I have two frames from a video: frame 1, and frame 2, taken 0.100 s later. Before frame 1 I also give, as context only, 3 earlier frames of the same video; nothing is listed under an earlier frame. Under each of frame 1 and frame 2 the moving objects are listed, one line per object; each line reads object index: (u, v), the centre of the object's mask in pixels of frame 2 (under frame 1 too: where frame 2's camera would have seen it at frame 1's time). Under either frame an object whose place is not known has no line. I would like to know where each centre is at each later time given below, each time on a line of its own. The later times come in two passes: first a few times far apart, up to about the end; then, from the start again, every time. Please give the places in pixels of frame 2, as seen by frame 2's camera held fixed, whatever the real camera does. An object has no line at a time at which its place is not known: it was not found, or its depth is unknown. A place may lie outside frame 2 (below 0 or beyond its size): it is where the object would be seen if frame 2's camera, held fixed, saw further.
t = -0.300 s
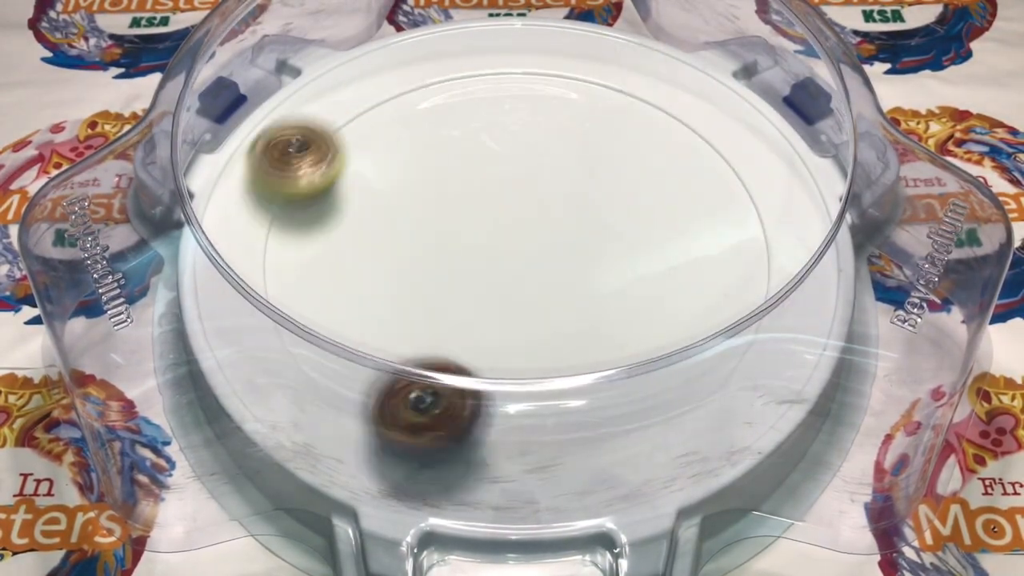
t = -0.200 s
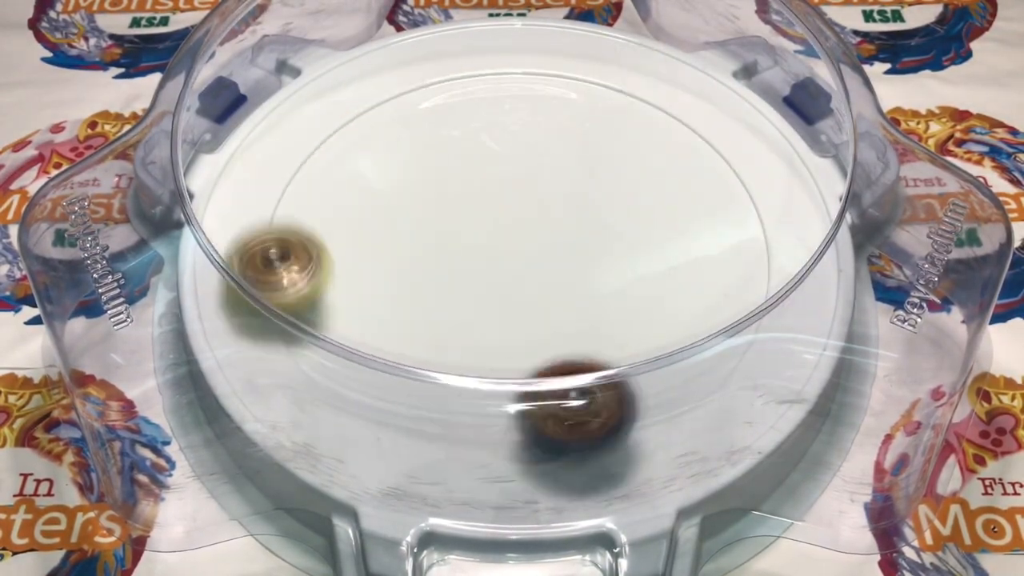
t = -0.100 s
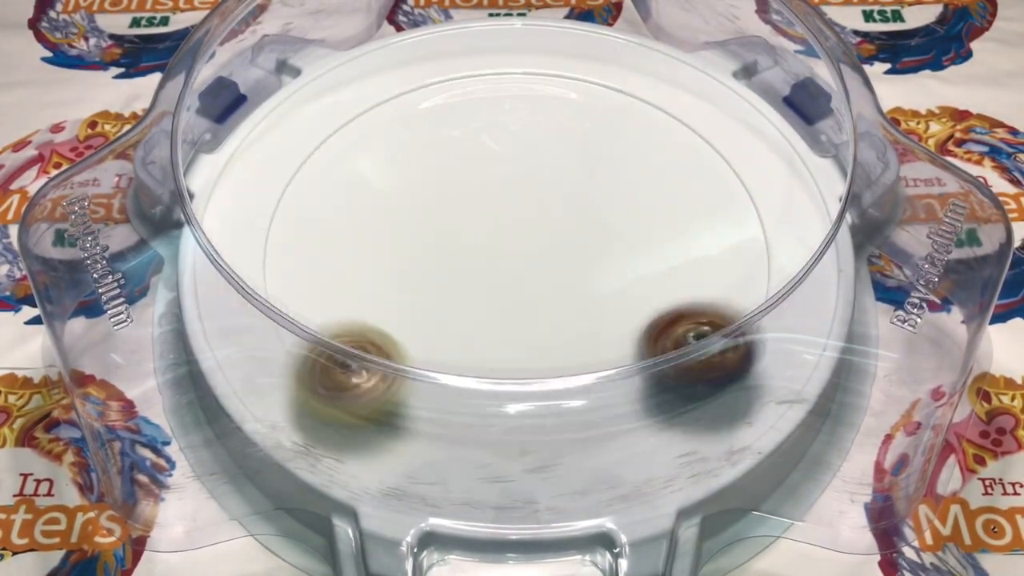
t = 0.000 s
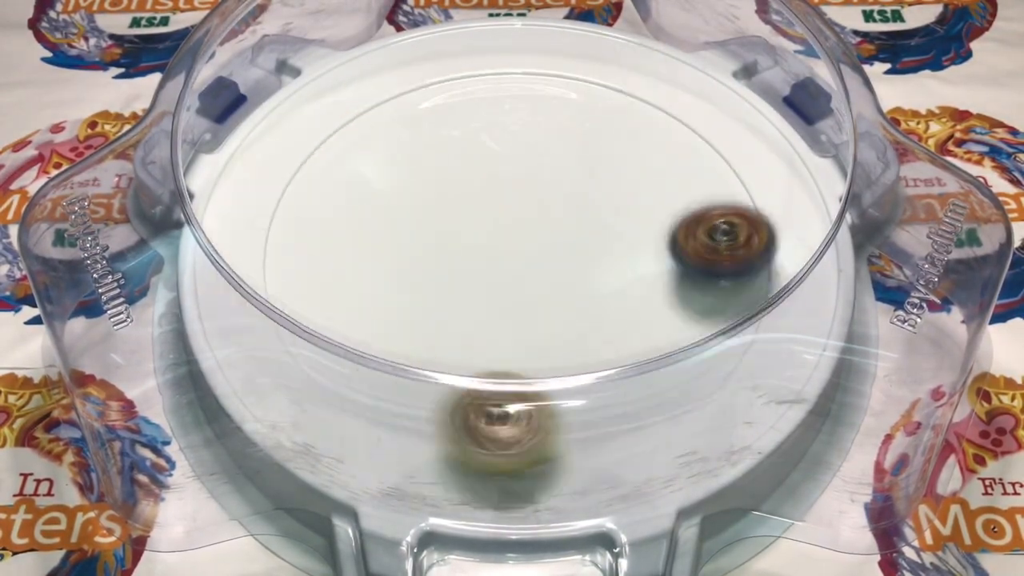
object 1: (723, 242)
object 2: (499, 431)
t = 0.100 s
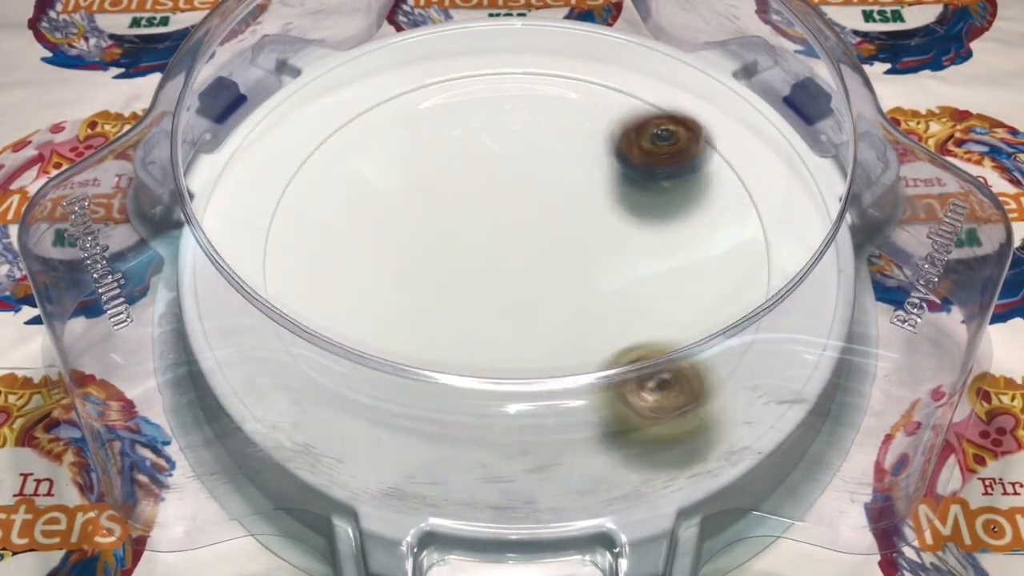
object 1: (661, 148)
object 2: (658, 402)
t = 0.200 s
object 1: (553, 90)
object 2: (745, 295)
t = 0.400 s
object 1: (360, 109)
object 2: (679, 104)
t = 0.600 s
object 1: (284, 276)
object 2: (449, 62)
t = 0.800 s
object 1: (537, 393)
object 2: (281, 190)
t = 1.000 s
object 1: (726, 220)
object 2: (367, 389)
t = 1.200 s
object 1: (594, 69)
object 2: (674, 387)
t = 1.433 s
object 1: (355, 107)
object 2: (726, 149)
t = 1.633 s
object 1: (405, 298)
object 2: (518, 56)
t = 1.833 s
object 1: (708, 328)
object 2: (323, 127)
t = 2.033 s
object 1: (726, 177)
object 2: (311, 294)
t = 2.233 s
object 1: (586, 76)
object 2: (550, 425)
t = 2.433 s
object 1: (427, 181)
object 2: (744, 272)
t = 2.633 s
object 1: (472, 375)
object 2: (678, 108)
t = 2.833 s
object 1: (675, 377)
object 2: (492, 59)
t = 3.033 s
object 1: (719, 200)
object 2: (327, 132)
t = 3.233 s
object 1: (507, 109)
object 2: (301, 285)
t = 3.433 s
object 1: (304, 180)
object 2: (495, 427)
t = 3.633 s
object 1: (305, 316)
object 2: (730, 335)
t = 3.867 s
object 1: (553, 364)
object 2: (714, 138)
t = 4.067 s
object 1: (639, 178)
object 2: (565, 63)
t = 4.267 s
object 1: (501, 58)
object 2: (407, 91)
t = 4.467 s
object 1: (360, 122)
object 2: (316, 207)
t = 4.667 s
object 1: (394, 258)
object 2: (381, 351)
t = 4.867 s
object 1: (537, 306)
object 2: (596, 403)
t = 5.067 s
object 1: (671, 216)
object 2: (740, 298)
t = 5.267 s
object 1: (607, 106)
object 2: (697, 221)
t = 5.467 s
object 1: (495, 108)
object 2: (553, 190)
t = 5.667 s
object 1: (400, 169)
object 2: (444, 257)
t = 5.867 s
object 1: (421, 213)
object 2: (442, 384)
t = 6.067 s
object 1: (521, 204)
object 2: (516, 421)
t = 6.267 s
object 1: (568, 146)
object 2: (554, 328)
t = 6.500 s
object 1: (524, 136)
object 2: (504, 242)
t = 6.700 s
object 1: (488, 117)
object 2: (467, 281)
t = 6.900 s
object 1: (514, 171)
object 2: (467, 281)
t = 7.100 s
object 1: (585, 137)
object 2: (480, 312)
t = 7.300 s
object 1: (605, 148)
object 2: (516, 267)
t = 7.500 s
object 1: (638, 190)
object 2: (474, 224)
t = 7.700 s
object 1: (677, 204)
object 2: (441, 214)
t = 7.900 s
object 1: (623, 236)
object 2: (461, 199)
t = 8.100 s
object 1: (534, 285)
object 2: (490, 186)
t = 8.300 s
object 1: (465, 311)
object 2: (526, 187)
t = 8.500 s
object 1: (442, 308)
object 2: (552, 206)
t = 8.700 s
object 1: (460, 251)
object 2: (568, 232)
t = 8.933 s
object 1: (459, 170)
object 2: (562, 262)
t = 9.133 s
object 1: (443, 156)
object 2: (543, 276)
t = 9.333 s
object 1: (501, 193)
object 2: (514, 283)
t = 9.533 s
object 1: (578, 173)
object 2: (511, 328)
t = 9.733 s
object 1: (611, 175)
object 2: (497, 308)
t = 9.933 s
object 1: (596, 207)
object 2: (480, 269)
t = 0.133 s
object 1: (628, 126)
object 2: (697, 368)
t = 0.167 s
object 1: (590, 106)
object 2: (726, 335)
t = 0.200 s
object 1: (553, 90)
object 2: (745, 295)
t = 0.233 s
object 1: (518, 83)
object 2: (755, 259)
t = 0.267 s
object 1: (487, 76)
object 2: (760, 224)
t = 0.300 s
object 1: (457, 79)
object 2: (750, 189)
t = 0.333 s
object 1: (427, 86)
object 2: (733, 157)
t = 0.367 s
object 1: (394, 97)
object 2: (708, 128)
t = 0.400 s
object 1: (360, 109)
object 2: (679, 104)
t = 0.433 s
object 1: (327, 124)
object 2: (644, 85)
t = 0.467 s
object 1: (295, 143)
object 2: (608, 71)
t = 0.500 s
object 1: (284, 177)
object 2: (568, 61)
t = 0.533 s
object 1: (279, 212)
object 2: (528, 56)
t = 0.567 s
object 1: (277, 245)
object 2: (488, 57)
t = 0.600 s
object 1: (284, 276)
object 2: (449, 62)
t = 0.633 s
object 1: (301, 313)
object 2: (410, 74)
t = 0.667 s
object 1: (331, 345)
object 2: (375, 88)
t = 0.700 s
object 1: (373, 370)
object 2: (344, 107)
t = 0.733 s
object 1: (421, 389)
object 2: (317, 133)
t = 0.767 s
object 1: (478, 398)
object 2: (296, 160)
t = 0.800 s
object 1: (537, 393)
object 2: (281, 190)
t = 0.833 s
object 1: (591, 384)
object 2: (273, 223)
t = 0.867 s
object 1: (638, 347)
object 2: (276, 254)
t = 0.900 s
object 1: (674, 318)
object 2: (294, 284)
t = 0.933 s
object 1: (701, 291)
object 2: (303, 326)
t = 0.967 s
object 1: (719, 256)
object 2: (329, 358)
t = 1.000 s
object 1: (726, 220)
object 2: (367, 389)
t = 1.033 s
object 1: (723, 186)
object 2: (411, 416)
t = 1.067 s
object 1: (712, 150)
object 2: (464, 429)
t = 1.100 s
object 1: (693, 114)
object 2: (520, 432)
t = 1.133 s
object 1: (669, 84)
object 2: (576, 426)
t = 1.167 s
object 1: (639, 68)
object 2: (630, 413)
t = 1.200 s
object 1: (594, 69)
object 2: (674, 387)
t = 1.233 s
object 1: (551, 68)
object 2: (709, 355)
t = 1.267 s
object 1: (511, 67)
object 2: (736, 321)
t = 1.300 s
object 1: (473, 66)
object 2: (744, 278)
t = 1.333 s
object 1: (437, 68)
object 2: (759, 247)
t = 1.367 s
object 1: (403, 72)
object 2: (757, 213)
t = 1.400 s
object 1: (376, 88)
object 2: (745, 179)
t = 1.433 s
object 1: (355, 107)
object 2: (726, 149)
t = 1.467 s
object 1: (339, 132)
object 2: (699, 121)
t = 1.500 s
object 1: (332, 161)
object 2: (666, 97)
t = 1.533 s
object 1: (335, 195)
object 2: (632, 79)
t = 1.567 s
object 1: (348, 231)
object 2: (595, 66)
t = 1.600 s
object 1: (371, 265)
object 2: (557, 59)
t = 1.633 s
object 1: (405, 298)
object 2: (518, 56)
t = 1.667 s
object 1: (453, 327)
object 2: (480, 58)
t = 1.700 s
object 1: (505, 339)
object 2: (445, 64)
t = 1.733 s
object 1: (557, 342)
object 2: (409, 74)
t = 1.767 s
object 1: (608, 348)
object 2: (379, 87)
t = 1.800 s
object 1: (661, 342)
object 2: (349, 105)
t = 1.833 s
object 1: (708, 328)
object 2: (323, 127)
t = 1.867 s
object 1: (736, 303)
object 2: (303, 152)
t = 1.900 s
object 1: (759, 284)
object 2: (289, 179)
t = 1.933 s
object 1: (763, 254)
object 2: (281, 208)
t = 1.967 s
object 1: (758, 228)
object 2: (280, 239)
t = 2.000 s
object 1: (741, 199)
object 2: (290, 268)
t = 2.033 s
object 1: (726, 177)
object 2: (311, 294)
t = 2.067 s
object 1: (708, 150)
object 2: (325, 334)
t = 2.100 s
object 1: (686, 127)
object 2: (357, 365)
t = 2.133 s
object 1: (667, 108)
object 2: (398, 390)
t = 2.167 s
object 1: (644, 90)
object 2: (445, 410)
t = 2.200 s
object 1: (615, 80)
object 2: (497, 427)
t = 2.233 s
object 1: (586, 76)
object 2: (550, 425)
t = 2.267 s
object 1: (557, 78)
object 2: (603, 417)
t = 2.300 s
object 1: (526, 85)
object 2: (651, 404)
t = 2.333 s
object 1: (496, 102)
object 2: (688, 376)
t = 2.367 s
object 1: (471, 123)
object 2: (717, 344)
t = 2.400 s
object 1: (447, 149)
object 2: (735, 309)
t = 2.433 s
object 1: (427, 181)
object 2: (744, 272)
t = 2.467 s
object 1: (416, 215)
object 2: (756, 242)
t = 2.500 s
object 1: (411, 249)
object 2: (754, 209)
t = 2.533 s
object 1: (411, 285)
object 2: (746, 180)
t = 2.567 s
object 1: (426, 322)
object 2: (726, 153)
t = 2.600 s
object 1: (448, 340)
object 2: (703, 129)
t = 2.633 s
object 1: (472, 375)
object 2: (678, 108)
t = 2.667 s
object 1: (507, 400)
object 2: (650, 90)
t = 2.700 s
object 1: (536, 410)
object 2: (622, 77)
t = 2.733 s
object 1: (575, 421)
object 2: (591, 66)
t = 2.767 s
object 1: (617, 413)
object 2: (559, 59)
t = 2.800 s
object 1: (649, 406)
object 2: (526, 57)
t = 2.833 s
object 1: (675, 377)
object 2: (492, 59)
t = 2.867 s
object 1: (693, 353)
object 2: (461, 63)
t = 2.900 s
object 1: (716, 323)
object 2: (430, 71)
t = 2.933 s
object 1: (722, 290)
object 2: (402, 82)
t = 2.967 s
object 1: (737, 262)
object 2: (375, 95)
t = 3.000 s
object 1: (732, 228)
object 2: (350, 113)
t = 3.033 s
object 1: (719, 200)
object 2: (327, 132)
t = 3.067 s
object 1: (696, 172)
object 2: (309, 154)
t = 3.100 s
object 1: (667, 151)
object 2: (294, 177)
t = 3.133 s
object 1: (632, 132)
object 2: (284, 203)
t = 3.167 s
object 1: (594, 122)
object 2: (280, 231)
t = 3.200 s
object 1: (553, 112)
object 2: (285, 258)
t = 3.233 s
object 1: (507, 109)
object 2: (301, 285)
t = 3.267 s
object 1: (467, 110)
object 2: (313, 318)
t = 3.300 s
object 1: (422, 118)
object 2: (338, 343)
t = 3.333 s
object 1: (388, 129)
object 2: (369, 373)
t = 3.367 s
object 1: (350, 144)
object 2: (406, 396)
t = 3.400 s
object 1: (325, 163)
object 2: (446, 420)
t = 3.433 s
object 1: (304, 180)
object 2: (495, 427)
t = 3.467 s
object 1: (291, 201)
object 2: (542, 426)
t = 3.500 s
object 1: (282, 222)
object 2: (590, 420)
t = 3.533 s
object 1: (282, 248)
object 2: (634, 409)
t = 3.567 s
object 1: (287, 266)
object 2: (670, 384)
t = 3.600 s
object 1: (292, 294)
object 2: (704, 360)
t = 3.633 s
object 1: (305, 316)
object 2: (730, 335)
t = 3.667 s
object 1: (331, 344)
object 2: (743, 297)
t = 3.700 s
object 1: (359, 364)
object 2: (750, 267)
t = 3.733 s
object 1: (404, 380)
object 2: (760, 240)
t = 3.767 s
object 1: (440, 393)
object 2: (756, 211)
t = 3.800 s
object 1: (485, 390)
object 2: (746, 184)
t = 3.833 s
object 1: (519, 382)
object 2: (732, 160)
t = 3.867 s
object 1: (553, 364)
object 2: (714, 138)
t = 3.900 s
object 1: (587, 337)
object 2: (694, 118)
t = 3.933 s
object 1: (612, 314)
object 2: (671, 101)
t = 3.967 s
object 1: (635, 278)
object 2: (647, 88)
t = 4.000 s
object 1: (642, 247)
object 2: (620, 77)
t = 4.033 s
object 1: (644, 210)
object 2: (593, 69)
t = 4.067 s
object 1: (639, 178)
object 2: (565, 63)
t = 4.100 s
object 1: (624, 147)
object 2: (536, 61)
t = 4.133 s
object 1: (608, 120)
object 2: (508, 62)
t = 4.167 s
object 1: (584, 98)
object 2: (482, 66)
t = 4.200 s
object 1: (558, 78)
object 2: (456, 72)
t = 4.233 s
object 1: (532, 67)
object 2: (431, 80)
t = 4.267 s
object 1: (501, 58)
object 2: (407, 91)
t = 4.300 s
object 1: (474, 56)
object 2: (384, 105)
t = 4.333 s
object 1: (443, 59)
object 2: (364, 121)
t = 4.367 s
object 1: (418, 67)
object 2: (347, 139)
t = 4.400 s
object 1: (395, 87)
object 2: (334, 160)
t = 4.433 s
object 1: (374, 101)
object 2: (322, 182)
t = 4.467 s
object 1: (360, 122)
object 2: (316, 207)
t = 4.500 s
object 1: (350, 144)
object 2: (314, 232)
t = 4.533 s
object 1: (346, 168)
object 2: (316, 257)
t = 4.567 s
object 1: (351, 192)
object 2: (325, 283)
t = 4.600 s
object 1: (359, 216)
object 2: (341, 304)
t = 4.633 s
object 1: (373, 237)
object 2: (363, 322)
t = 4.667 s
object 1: (394, 258)
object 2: (381, 351)
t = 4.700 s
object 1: (412, 275)
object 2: (409, 367)
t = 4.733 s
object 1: (439, 288)
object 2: (440, 389)
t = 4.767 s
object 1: (463, 300)
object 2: (477, 400)
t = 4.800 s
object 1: (484, 305)
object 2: (517, 408)
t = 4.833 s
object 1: (511, 307)
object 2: (556, 408)
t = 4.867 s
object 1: (537, 306)
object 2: (596, 403)
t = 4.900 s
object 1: (564, 304)
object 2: (632, 391)
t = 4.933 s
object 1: (601, 296)
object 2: (666, 375)
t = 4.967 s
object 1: (630, 283)
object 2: (697, 357)
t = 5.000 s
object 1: (649, 265)
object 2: (722, 339)
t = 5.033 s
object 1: (665, 243)
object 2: (731, 312)
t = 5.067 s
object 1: (671, 216)
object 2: (740, 298)
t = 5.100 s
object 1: (668, 190)
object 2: (740, 281)
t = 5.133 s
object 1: (661, 165)
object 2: (742, 271)
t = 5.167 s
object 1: (653, 142)
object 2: (740, 260)
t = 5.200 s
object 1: (641, 128)
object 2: (729, 247)
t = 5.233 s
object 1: (624, 116)
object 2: (715, 234)
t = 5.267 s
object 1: (607, 106)
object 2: (697, 221)
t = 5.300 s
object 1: (591, 100)
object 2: (676, 209)
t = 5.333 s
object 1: (573, 98)
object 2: (653, 200)
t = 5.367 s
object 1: (553, 97)
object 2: (629, 194)
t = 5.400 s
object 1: (533, 97)
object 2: (604, 190)
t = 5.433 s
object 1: (515, 101)
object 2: (578, 189)
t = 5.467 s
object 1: (495, 108)
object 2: (553, 190)
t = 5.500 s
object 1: (474, 118)
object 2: (530, 194)
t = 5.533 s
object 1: (457, 130)
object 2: (506, 199)
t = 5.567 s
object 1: (440, 137)
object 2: (488, 212)
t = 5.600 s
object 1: (424, 147)
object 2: (472, 229)
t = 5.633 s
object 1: (409, 157)
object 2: (457, 243)
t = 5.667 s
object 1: (400, 169)
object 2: (444, 257)
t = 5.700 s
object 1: (396, 184)
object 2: (436, 271)
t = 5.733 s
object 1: (397, 202)
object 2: (429, 282)
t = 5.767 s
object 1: (398, 206)
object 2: (426, 311)
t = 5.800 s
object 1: (401, 207)
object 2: (432, 334)
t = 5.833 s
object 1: (409, 210)
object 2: (436, 359)
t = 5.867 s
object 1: (421, 213)
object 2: (442, 384)
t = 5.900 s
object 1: (437, 217)
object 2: (454, 399)
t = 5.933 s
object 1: (453, 219)
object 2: (465, 419)
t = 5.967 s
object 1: (470, 219)
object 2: (480, 423)
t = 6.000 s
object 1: (488, 216)
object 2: (492, 424)
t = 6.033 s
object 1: (505, 211)
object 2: (505, 424)
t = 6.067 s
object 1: (521, 204)
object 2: (516, 421)
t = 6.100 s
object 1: (536, 196)
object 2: (527, 404)
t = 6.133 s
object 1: (550, 185)
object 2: (535, 392)
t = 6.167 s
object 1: (560, 175)
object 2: (542, 378)
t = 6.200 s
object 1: (566, 165)
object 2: (547, 364)
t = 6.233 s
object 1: (569, 156)
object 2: (553, 341)
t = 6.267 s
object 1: (568, 146)
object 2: (554, 328)
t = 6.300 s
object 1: (563, 139)
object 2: (553, 310)
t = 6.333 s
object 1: (556, 137)
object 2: (549, 293)
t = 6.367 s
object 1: (549, 136)
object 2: (544, 276)
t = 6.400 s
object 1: (540, 138)
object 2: (537, 260)
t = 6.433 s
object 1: (532, 144)
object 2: (529, 245)
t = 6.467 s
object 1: (525, 150)
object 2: (520, 231)
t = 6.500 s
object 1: (524, 136)
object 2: (504, 242)
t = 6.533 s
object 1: (522, 125)
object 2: (490, 256)
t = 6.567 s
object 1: (518, 117)
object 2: (480, 265)
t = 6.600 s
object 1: (512, 110)
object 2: (473, 273)
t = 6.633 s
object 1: (505, 109)
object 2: (468, 278)
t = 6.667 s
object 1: (497, 110)
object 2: (467, 280)
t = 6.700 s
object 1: (488, 117)
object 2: (467, 281)
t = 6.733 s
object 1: (482, 127)
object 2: (469, 279)
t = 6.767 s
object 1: (479, 140)
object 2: (471, 276)
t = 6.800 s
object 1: (480, 155)
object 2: (475, 271)
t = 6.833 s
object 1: (484, 171)
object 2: (477, 265)
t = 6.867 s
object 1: (495, 180)
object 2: (476, 265)
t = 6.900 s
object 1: (514, 171)
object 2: (467, 281)
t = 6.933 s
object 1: (531, 161)
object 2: (461, 295)
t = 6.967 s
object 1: (547, 153)
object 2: (459, 305)
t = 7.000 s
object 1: (559, 147)
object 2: (460, 311)
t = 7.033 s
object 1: (570, 141)
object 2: (466, 314)
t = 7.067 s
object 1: (578, 139)
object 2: (472, 314)
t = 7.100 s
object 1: (585, 137)
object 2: (480, 312)
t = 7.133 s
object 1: (590, 135)
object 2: (487, 308)
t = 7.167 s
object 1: (595, 135)
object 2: (494, 302)
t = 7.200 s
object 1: (600, 135)
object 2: (501, 294)
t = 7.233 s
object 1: (603, 137)
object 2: (507, 286)
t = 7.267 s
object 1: (604, 142)
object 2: (512, 277)
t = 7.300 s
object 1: (605, 148)
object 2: (516, 267)
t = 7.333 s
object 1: (605, 156)
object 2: (518, 257)
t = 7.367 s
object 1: (603, 165)
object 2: (520, 247)
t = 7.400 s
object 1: (601, 175)
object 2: (521, 237)
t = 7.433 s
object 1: (610, 183)
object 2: (511, 230)
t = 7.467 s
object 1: (625, 187)
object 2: (490, 227)
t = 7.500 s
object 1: (638, 190)
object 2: (474, 224)
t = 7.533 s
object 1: (649, 192)
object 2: (461, 222)
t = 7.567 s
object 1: (659, 193)
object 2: (453, 220)
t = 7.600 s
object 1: (666, 195)
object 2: (447, 219)
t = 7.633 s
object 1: (672, 197)
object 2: (442, 218)
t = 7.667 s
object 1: (676, 200)
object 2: (441, 216)
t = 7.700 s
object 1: (677, 204)
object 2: (441, 214)
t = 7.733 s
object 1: (676, 208)
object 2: (443, 212)
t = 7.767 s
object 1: (671, 211)
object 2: (446, 210)
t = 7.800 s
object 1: (662, 214)
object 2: (449, 207)
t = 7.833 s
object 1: (650, 220)
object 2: (452, 204)
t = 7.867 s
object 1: (636, 227)
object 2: (456, 201)
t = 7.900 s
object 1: (623, 236)
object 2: (461, 199)
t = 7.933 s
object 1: (609, 244)
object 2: (465, 196)
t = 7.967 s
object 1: (594, 253)
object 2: (469, 194)
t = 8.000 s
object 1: (578, 262)
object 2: (475, 191)
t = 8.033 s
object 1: (561, 269)
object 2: (480, 189)
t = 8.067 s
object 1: (547, 278)
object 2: (485, 187)
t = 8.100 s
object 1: (534, 285)
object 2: (490, 186)
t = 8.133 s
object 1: (522, 290)
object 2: (497, 185)
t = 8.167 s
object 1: (508, 297)
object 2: (503, 185)
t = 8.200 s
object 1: (495, 301)
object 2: (508, 184)
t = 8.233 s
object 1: (484, 305)
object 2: (515, 185)
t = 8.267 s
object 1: (473, 309)
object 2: (520, 186)
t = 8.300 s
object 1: (465, 311)
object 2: (526, 187)
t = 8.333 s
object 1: (455, 314)
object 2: (531, 189)
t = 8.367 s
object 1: (446, 316)
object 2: (536, 192)
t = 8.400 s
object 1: (441, 317)
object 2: (540, 195)
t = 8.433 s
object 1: (440, 317)
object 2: (544, 198)
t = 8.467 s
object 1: (441, 313)
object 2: (548, 201)
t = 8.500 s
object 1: (442, 308)
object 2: (552, 206)
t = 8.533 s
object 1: (444, 303)
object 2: (555, 210)
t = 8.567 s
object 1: (449, 296)
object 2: (558, 214)
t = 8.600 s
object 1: (454, 288)
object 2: (562, 219)
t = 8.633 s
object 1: (458, 274)
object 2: (564, 224)
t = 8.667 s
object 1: (459, 261)
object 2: (566, 228)
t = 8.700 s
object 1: (460, 251)
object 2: (568, 232)
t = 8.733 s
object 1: (462, 239)
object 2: (569, 237)
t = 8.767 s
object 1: (464, 226)
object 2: (569, 242)
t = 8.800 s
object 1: (463, 212)
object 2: (569, 246)
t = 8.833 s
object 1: (461, 203)
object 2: (568, 250)
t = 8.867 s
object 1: (461, 193)
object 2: (567, 254)
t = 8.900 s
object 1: (461, 182)
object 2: (565, 258)
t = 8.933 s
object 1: (459, 170)
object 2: (562, 262)
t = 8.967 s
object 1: (455, 163)
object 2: (560, 265)
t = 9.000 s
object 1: (453, 157)
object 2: (557, 267)
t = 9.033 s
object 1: (451, 152)
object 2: (554, 270)
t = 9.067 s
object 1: (447, 149)
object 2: (550, 273)
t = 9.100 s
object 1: (443, 150)
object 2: (546, 274)
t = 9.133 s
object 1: (443, 156)
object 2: (543, 276)
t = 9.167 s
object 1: (447, 162)
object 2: (538, 277)
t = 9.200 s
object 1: (452, 168)
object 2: (534, 278)
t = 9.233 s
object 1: (459, 177)
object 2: (529, 278)
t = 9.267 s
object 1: (471, 186)
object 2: (525, 277)
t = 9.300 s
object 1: (486, 194)
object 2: (520, 276)
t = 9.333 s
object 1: (501, 193)
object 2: (514, 283)
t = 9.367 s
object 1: (516, 188)
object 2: (510, 299)
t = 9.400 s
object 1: (533, 185)
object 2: (509, 311)
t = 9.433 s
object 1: (546, 179)
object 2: (511, 319)
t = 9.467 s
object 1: (556, 178)
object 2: (511, 324)
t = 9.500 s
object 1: (568, 177)
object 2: (511, 327)
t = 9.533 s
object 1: (578, 173)
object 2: (511, 328)
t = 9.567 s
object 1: (584, 173)
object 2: (509, 327)
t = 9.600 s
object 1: (592, 174)
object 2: (507, 325)
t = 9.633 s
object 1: (600, 172)
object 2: (505, 321)
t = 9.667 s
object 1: (603, 172)
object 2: (503, 317)
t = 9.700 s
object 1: (607, 174)
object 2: (500, 313)
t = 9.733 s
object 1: (611, 175)
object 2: (497, 308)
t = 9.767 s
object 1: (611, 177)
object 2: (493, 302)
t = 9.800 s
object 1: (609, 183)
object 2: (490, 295)
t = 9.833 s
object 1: (609, 188)
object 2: (487, 289)
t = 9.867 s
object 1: (606, 191)
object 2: (484, 282)
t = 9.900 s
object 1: (599, 199)
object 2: (482, 276)
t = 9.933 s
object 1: (596, 207)
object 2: (480, 269)
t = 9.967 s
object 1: (589, 215)
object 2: (479, 261)
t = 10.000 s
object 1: (582, 225)
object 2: (477, 253)
